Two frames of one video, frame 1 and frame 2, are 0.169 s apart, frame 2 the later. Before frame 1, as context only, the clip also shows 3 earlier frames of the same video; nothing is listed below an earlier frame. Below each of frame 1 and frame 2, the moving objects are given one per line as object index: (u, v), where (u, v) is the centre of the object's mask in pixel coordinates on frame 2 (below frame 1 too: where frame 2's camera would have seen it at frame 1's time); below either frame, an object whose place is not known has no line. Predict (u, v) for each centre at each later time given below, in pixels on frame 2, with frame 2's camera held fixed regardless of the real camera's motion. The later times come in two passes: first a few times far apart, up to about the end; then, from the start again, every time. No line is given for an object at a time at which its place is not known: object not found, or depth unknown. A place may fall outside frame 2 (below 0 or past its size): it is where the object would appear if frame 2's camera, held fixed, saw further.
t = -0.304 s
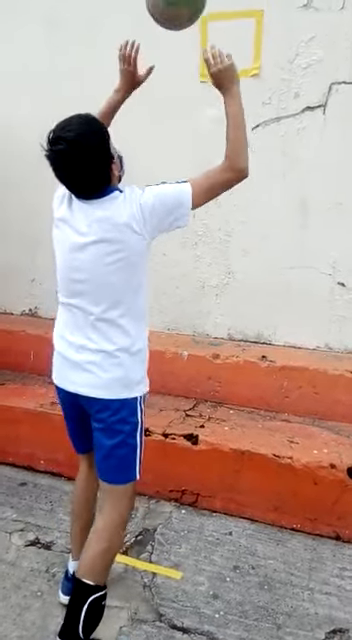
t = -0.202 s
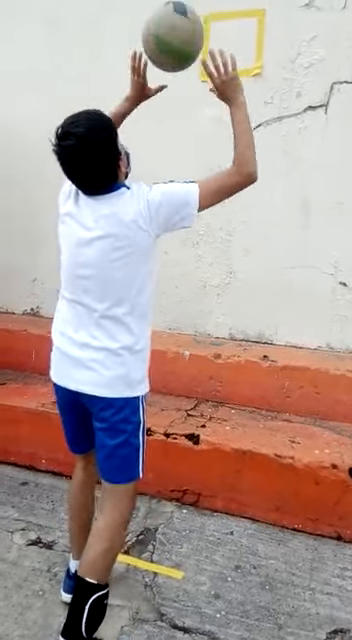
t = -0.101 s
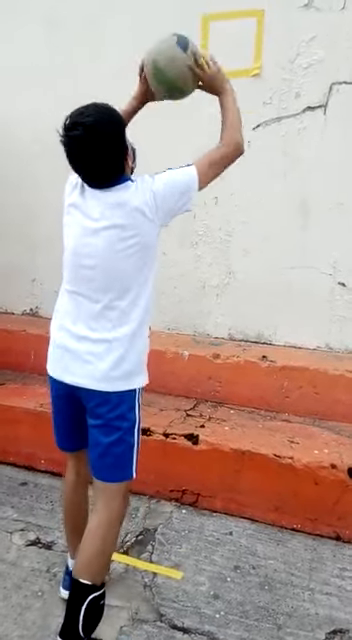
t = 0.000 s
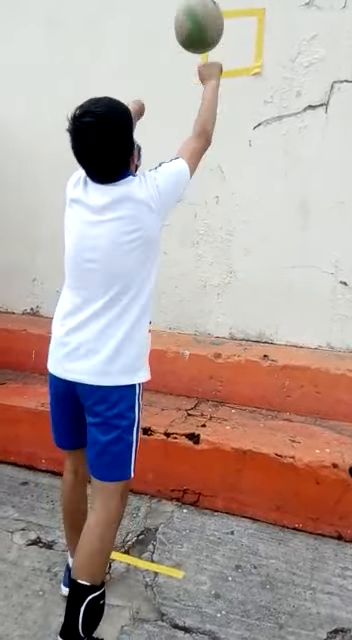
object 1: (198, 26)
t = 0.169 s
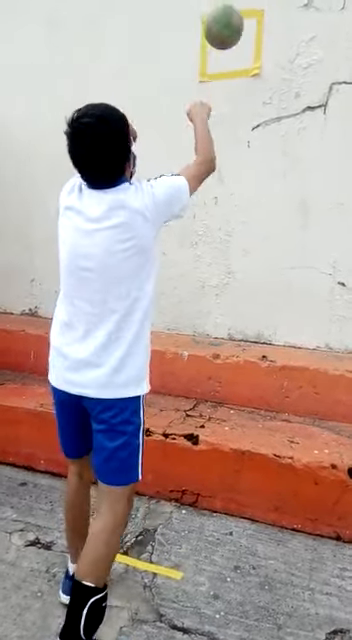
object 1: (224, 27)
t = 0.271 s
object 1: (233, 51)
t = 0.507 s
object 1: (182, 59)
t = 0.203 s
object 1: (228, 33)
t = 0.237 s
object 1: (231, 42)
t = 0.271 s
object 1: (233, 51)
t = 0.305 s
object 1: (227, 46)
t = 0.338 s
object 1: (221, 43)
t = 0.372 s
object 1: (214, 41)
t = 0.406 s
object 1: (207, 41)
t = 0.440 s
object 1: (199, 44)
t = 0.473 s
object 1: (191, 50)
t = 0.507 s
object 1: (182, 59)
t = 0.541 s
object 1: (173, 70)
